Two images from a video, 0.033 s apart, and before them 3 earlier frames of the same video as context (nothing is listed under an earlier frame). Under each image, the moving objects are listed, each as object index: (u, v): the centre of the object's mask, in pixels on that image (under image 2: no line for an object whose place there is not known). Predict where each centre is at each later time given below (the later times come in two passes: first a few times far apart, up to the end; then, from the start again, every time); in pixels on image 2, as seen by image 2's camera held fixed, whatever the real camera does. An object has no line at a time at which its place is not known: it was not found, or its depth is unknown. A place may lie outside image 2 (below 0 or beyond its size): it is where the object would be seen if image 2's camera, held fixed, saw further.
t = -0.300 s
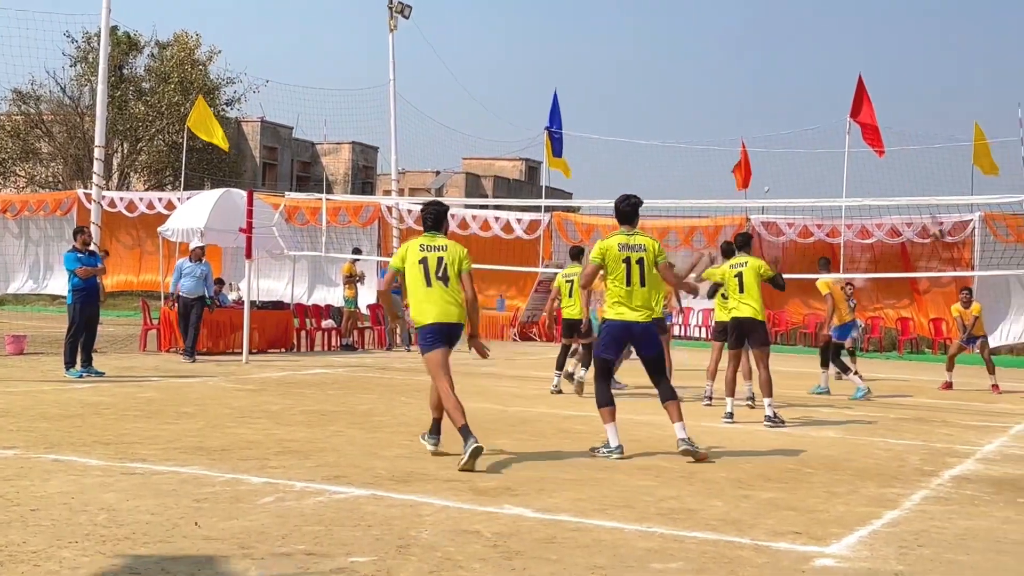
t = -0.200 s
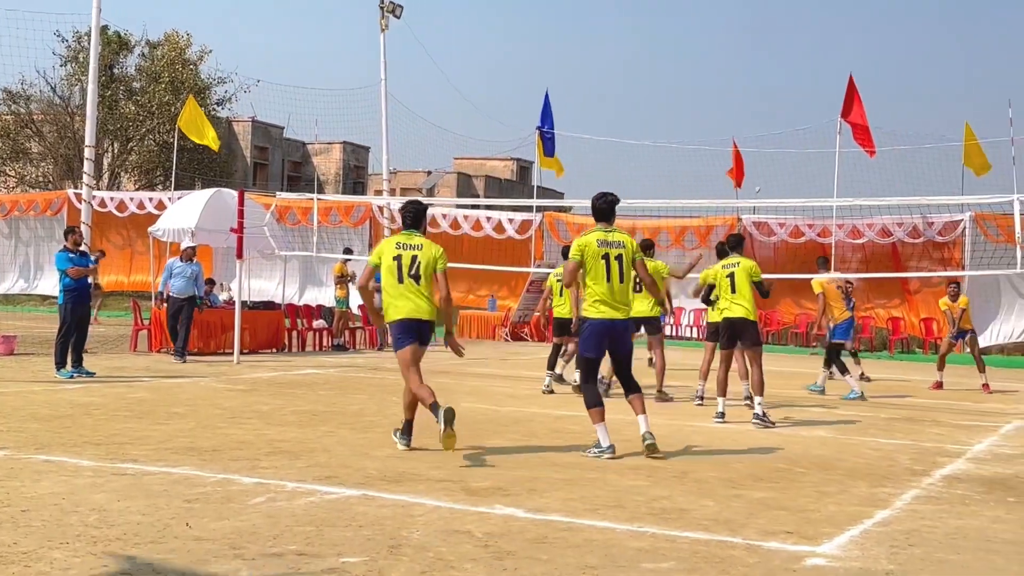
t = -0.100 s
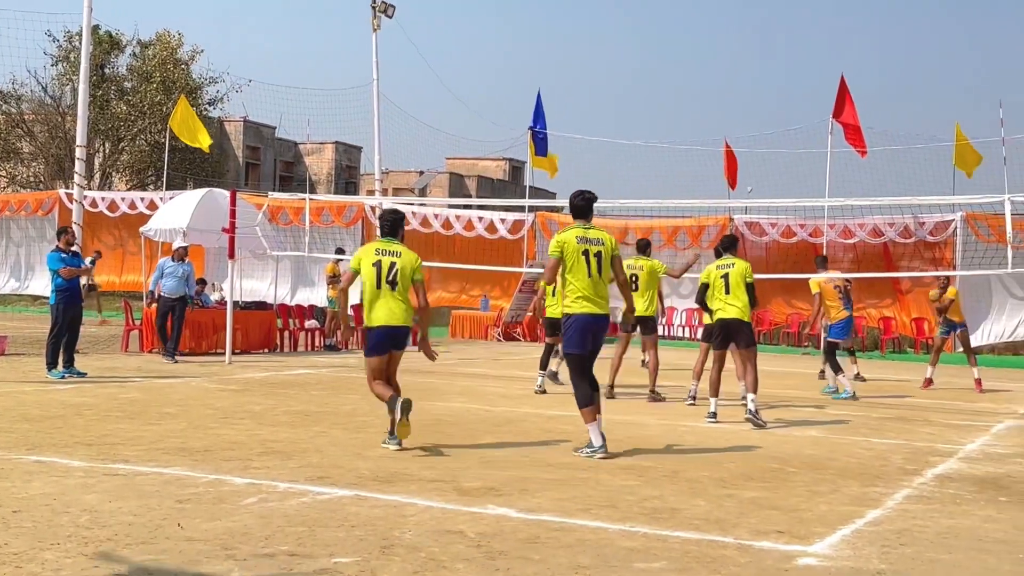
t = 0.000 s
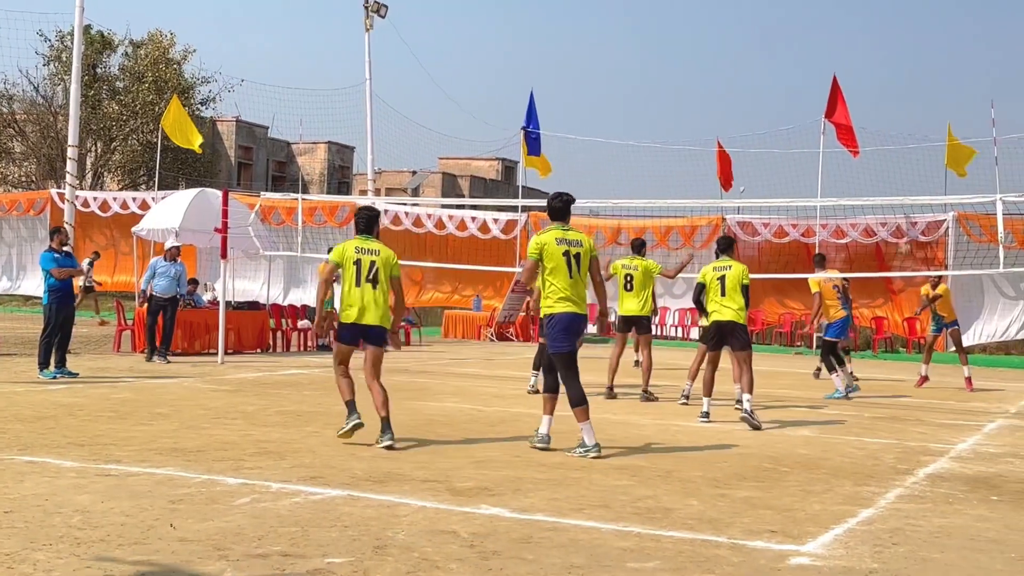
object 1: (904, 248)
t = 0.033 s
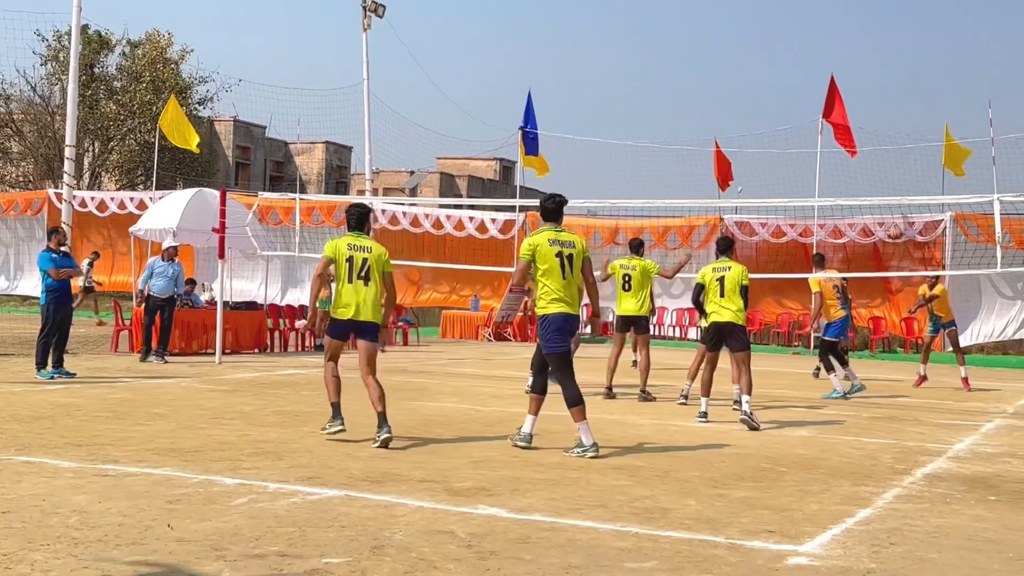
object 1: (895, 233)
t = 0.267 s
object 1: (843, 151)
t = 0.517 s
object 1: (782, 99)
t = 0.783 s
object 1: (714, 90)
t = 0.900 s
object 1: (683, 103)
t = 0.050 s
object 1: (892, 227)
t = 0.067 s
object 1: (888, 221)
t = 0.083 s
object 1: (884, 213)
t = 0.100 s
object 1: (881, 209)
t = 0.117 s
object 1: (877, 195)
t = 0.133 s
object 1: (873, 192)
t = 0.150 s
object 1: (869, 188)
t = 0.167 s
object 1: (866, 182)
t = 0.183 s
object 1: (862, 177)
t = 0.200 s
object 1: (858, 170)
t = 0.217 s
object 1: (854, 166)
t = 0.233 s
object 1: (851, 160)
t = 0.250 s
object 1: (847, 156)
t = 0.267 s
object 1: (843, 151)
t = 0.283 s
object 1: (839, 146)
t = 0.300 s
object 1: (834, 141)
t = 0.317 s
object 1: (830, 137)
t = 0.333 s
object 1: (826, 133)
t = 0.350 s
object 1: (823, 128)
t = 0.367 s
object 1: (819, 125)
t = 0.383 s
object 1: (815, 122)
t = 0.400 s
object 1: (811, 118)
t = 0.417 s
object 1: (806, 115)
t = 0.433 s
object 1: (802, 112)
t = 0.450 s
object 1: (798, 108)
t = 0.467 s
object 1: (794, 105)
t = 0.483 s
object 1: (790, 103)
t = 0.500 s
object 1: (786, 101)
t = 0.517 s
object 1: (782, 99)
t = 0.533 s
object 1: (778, 97)
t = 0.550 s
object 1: (773, 95)
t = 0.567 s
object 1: (770, 93)
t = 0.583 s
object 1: (765, 92)
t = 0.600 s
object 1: (761, 91)
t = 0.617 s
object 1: (757, 90)
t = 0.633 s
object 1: (752, 89)
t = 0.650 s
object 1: (748, 88)
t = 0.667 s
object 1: (744, 88)
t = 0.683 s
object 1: (739, 88)
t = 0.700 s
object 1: (735, 88)
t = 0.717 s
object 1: (731, 88)
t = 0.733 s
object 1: (727, 88)
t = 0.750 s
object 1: (722, 89)
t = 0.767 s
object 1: (718, 89)
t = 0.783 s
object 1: (714, 90)
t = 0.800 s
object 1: (709, 91)
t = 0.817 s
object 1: (705, 92)
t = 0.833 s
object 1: (701, 94)
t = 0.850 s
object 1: (696, 96)
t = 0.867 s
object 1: (692, 98)
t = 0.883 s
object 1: (688, 100)
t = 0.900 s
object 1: (683, 103)
